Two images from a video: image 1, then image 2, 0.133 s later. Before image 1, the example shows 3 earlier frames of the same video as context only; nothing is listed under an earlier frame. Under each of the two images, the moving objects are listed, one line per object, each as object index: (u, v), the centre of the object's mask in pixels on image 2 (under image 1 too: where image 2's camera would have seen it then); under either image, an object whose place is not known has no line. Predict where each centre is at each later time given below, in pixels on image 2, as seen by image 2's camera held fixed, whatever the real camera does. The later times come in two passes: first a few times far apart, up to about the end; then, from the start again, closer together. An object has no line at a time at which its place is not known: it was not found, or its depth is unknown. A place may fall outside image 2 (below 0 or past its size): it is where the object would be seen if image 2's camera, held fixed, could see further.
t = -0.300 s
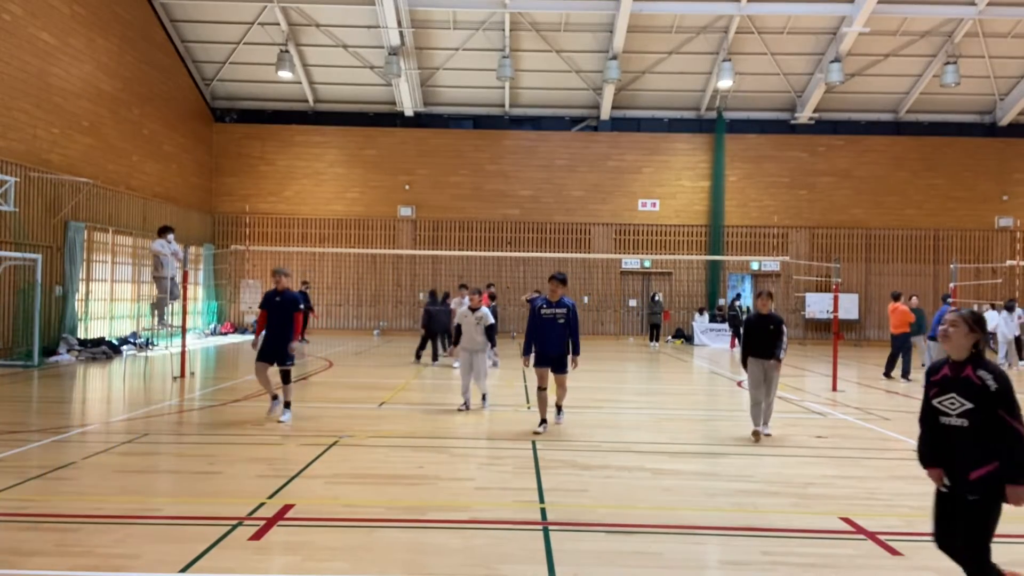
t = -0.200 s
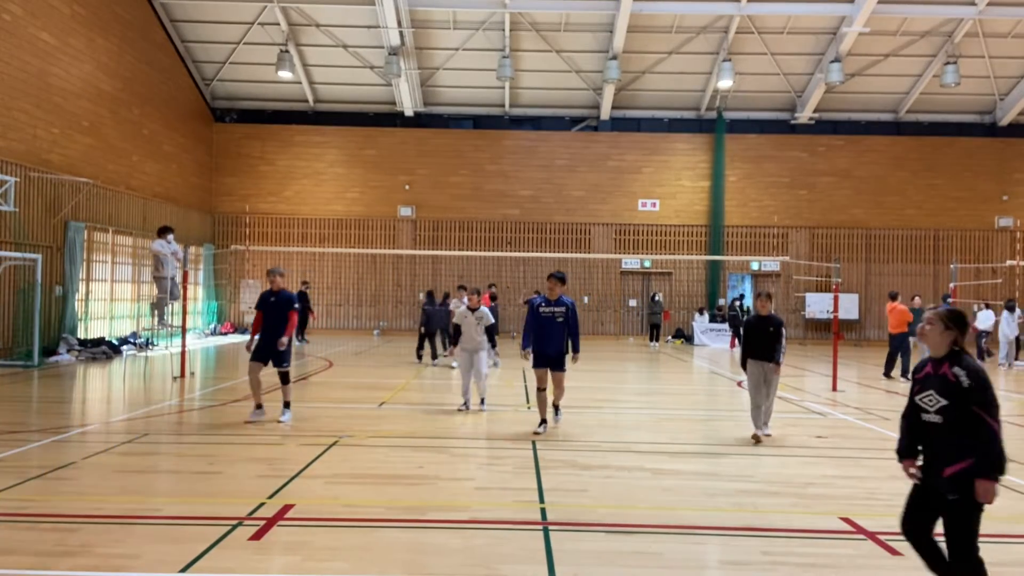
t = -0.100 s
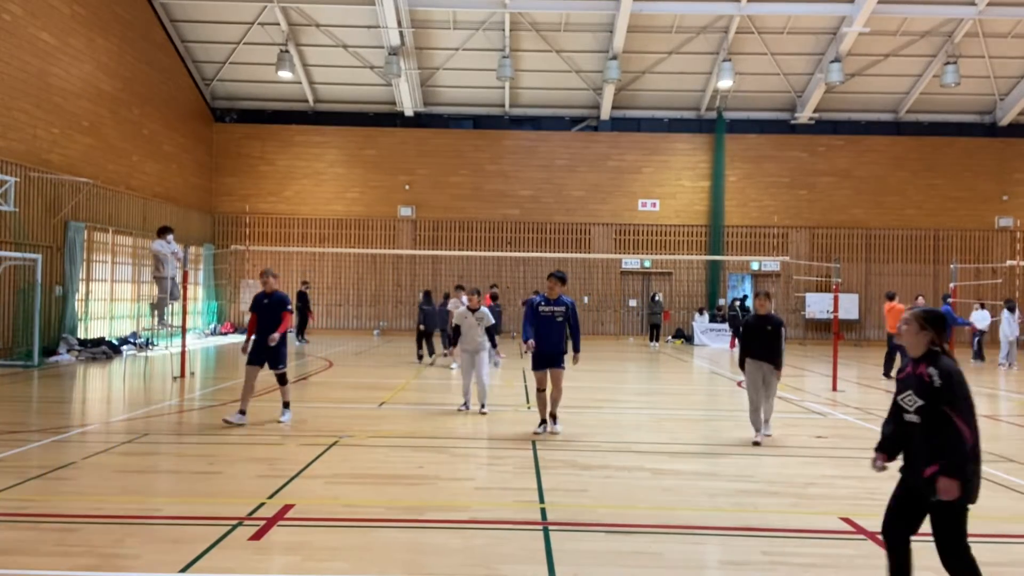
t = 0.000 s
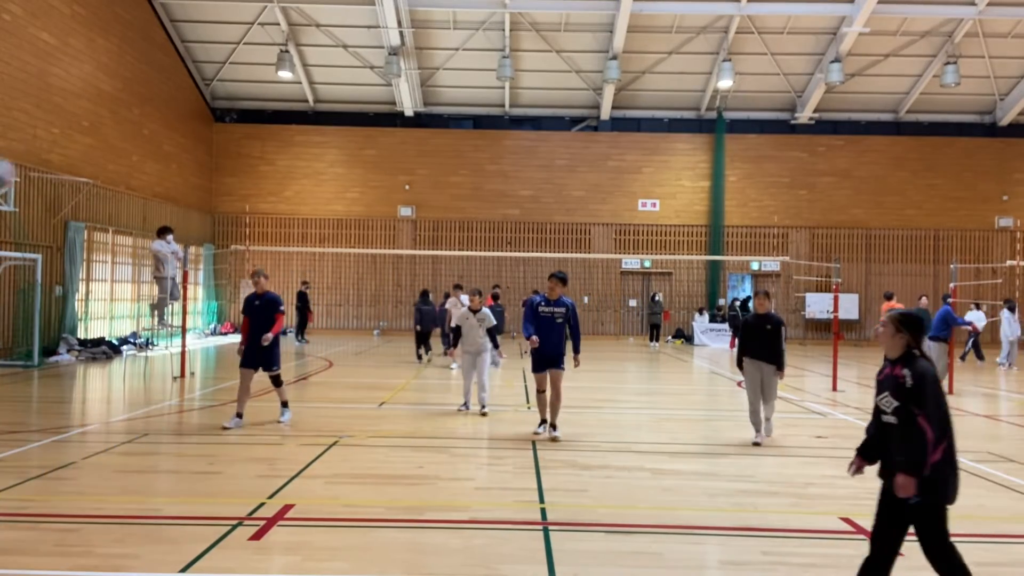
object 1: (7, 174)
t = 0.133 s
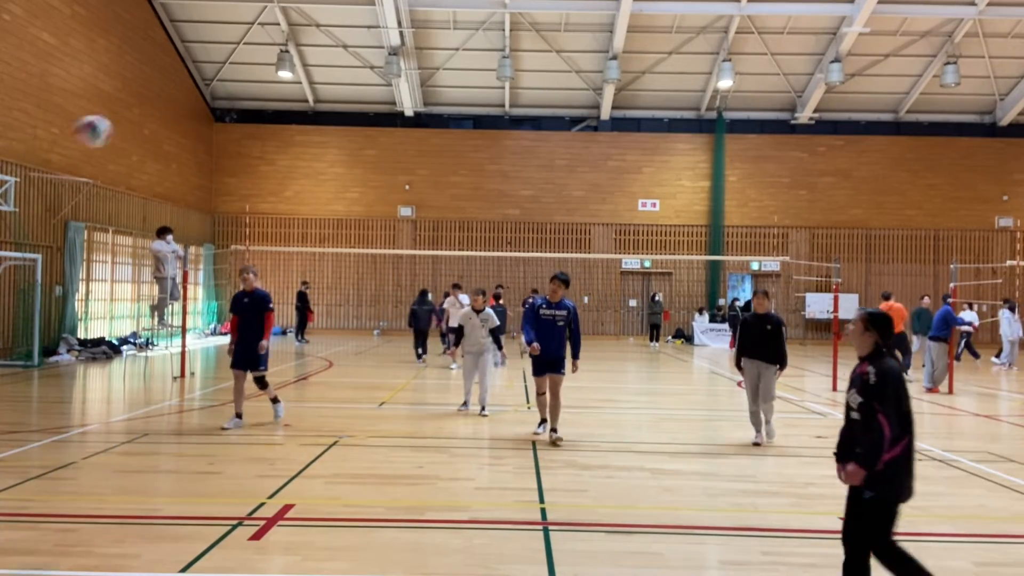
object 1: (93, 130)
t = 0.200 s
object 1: (134, 122)
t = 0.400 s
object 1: (230, 133)
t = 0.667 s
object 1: (317, 203)
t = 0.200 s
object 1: (134, 122)
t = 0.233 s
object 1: (153, 121)
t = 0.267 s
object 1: (170, 121)
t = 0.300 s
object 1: (187, 122)
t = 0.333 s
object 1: (201, 125)
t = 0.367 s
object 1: (216, 128)
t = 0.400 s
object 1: (230, 133)
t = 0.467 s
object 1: (255, 146)
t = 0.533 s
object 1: (278, 162)
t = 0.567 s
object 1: (289, 171)
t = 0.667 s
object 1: (317, 203)
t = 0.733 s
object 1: (333, 227)
